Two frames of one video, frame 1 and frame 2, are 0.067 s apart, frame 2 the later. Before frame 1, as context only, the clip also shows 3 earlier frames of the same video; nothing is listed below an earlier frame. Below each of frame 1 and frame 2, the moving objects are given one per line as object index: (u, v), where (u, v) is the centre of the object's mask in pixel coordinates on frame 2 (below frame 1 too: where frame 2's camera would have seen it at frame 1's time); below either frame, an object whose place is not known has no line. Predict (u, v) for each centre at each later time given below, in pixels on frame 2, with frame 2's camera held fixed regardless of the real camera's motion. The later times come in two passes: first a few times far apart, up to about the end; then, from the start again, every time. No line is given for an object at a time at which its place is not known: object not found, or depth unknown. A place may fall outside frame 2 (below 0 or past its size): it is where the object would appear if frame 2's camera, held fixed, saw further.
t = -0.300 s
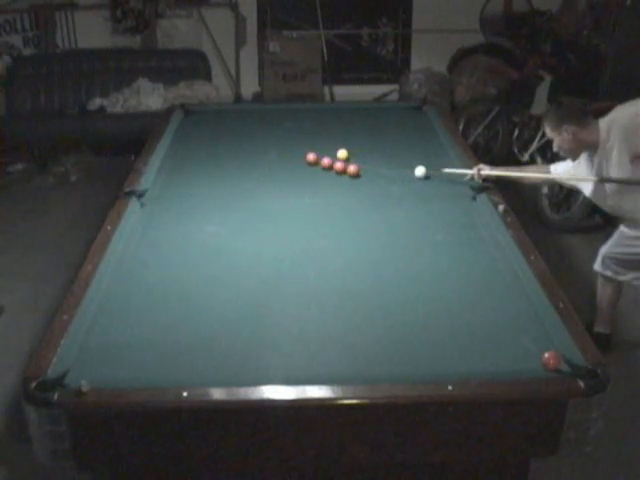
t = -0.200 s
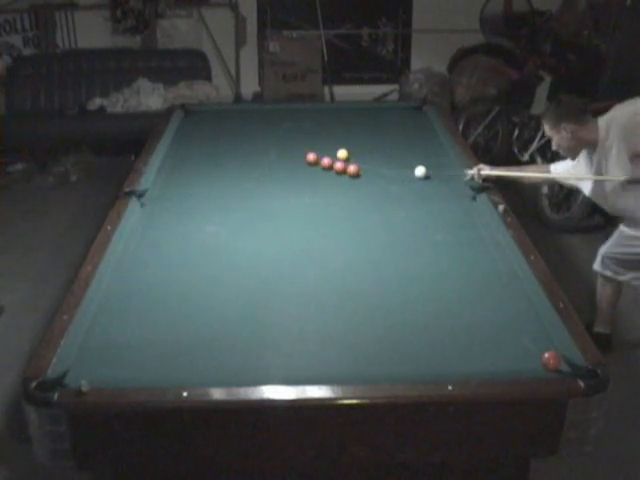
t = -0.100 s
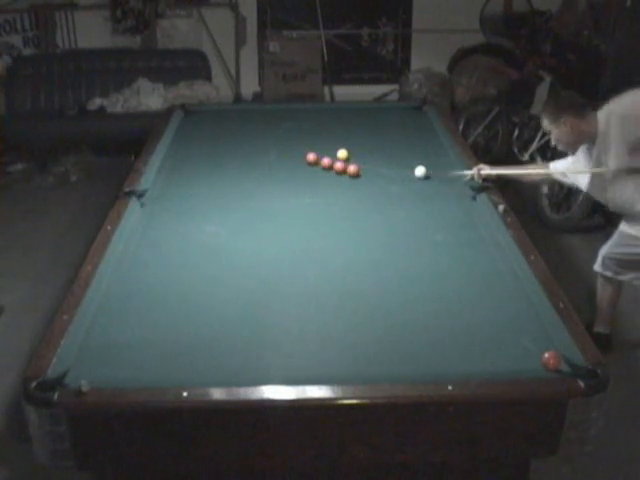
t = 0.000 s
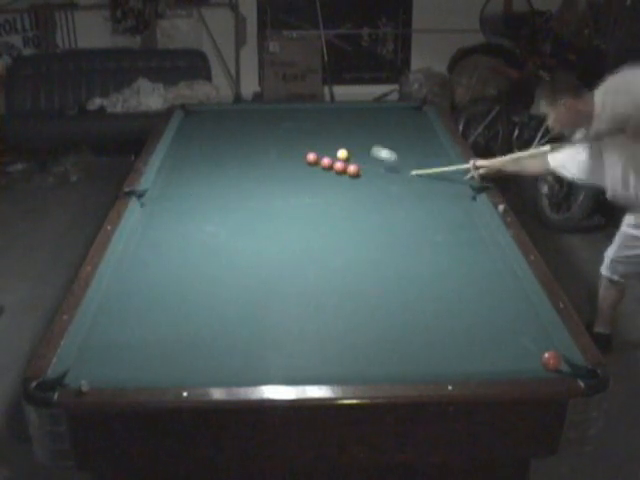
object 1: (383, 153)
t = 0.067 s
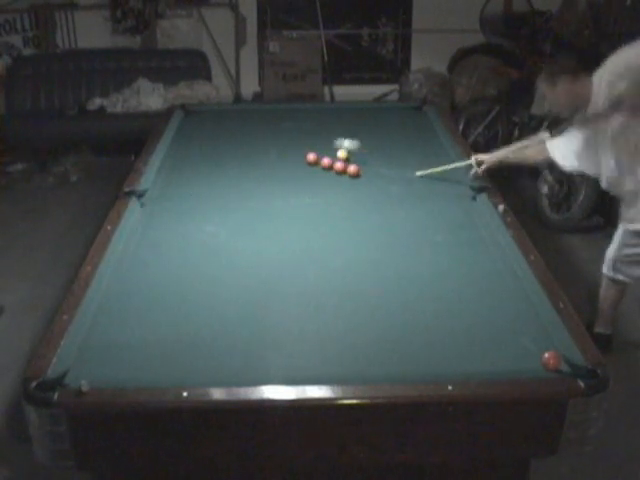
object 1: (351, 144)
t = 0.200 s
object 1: (279, 149)
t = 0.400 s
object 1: (189, 135)
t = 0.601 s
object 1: (218, 128)
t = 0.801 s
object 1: (262, 121)
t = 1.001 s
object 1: (304, 115)
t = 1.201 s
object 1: (343, 110)
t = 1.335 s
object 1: (366, 109)
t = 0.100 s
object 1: (328, 142)
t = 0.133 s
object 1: (310, 143)
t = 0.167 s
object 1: (294, 146)
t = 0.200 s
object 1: (279, 149)
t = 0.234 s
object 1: (260, 143)
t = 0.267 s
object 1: (245, 140)
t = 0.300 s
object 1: (231, 139)
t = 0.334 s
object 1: (216, 139)
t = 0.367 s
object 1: (202, 137)
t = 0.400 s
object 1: (189, 135)
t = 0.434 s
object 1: (180, 135)
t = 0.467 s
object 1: (186, 133)
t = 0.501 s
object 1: (195, 132)
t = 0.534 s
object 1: (203, 130)
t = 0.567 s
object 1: (211, 129)
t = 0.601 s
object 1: (218, 128)
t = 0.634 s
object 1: (226, 127)
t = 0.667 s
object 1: (233, 126)
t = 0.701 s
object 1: (241, 125)
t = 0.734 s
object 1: (248, 124)
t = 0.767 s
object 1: (255, 123)
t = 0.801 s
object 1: (262, 121)
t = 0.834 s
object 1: (270, 120)
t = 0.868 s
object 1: (277, 119)
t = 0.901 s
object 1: (283, 119)
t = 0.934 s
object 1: (290, 117)
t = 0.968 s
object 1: (297, 116)
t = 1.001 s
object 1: (304, 115)
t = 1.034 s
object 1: (311, 114)
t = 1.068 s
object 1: (317, 114)
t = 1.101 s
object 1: (324, 113)
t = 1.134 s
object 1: (330, 112)
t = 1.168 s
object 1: (337, 111)
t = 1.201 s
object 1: (343, 110)
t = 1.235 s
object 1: (349, 109)
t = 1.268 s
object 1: (355, 108)
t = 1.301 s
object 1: (361, 109)
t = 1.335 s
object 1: (366, 109)
